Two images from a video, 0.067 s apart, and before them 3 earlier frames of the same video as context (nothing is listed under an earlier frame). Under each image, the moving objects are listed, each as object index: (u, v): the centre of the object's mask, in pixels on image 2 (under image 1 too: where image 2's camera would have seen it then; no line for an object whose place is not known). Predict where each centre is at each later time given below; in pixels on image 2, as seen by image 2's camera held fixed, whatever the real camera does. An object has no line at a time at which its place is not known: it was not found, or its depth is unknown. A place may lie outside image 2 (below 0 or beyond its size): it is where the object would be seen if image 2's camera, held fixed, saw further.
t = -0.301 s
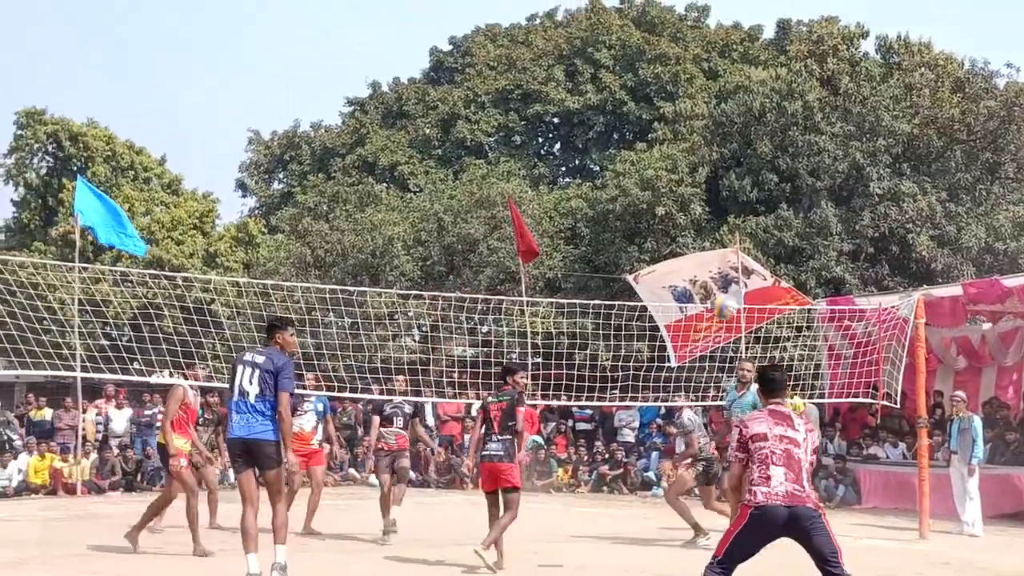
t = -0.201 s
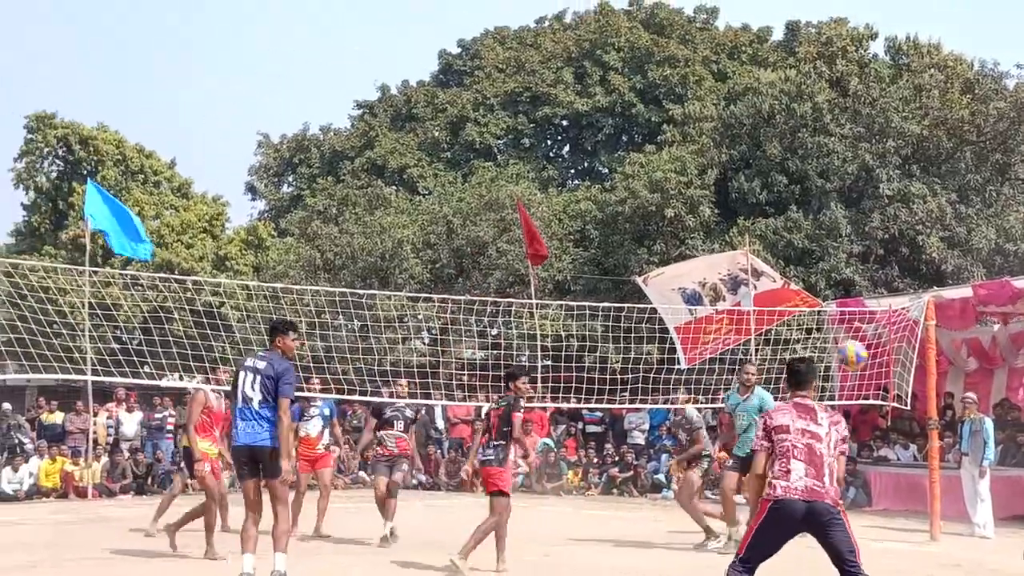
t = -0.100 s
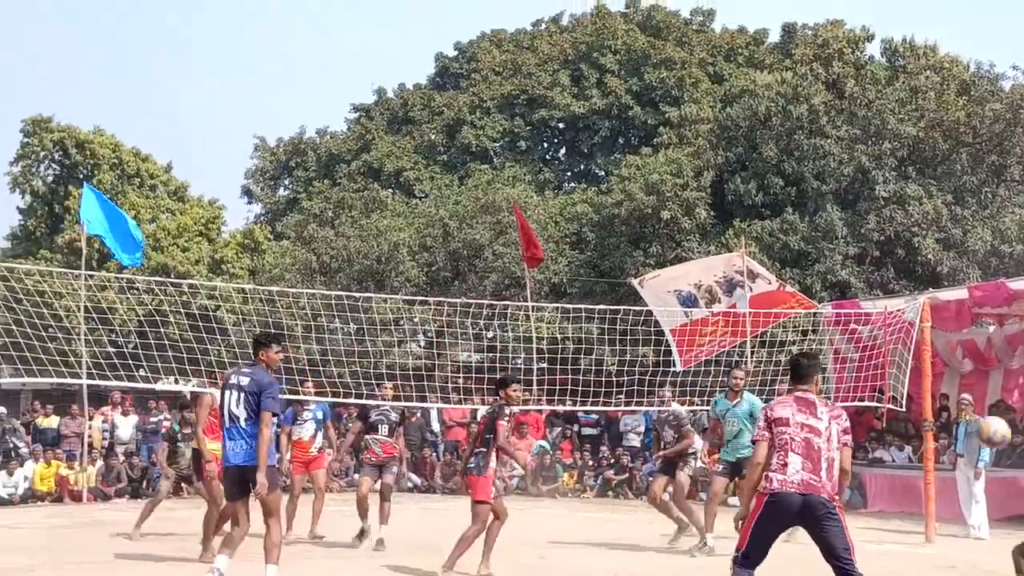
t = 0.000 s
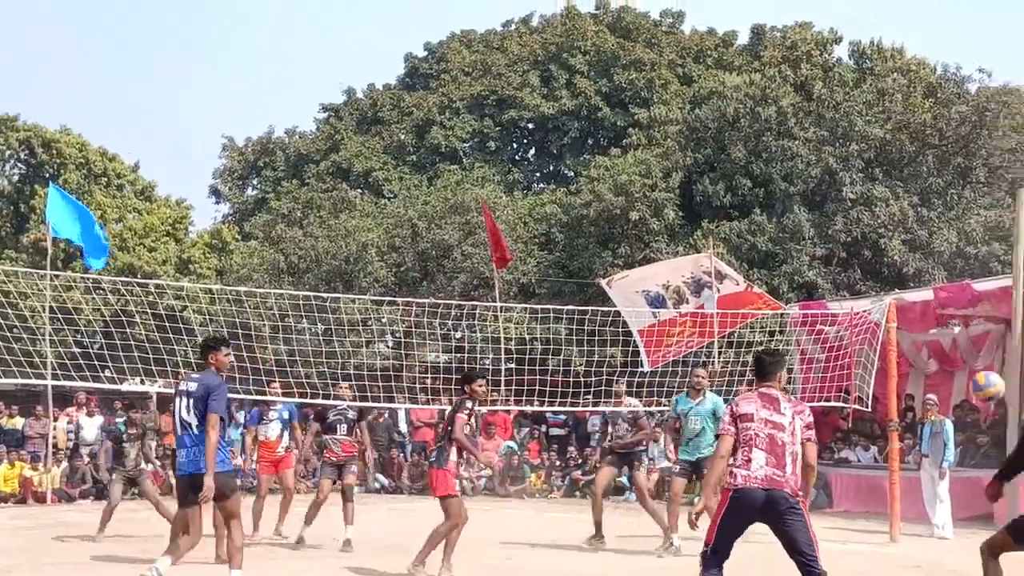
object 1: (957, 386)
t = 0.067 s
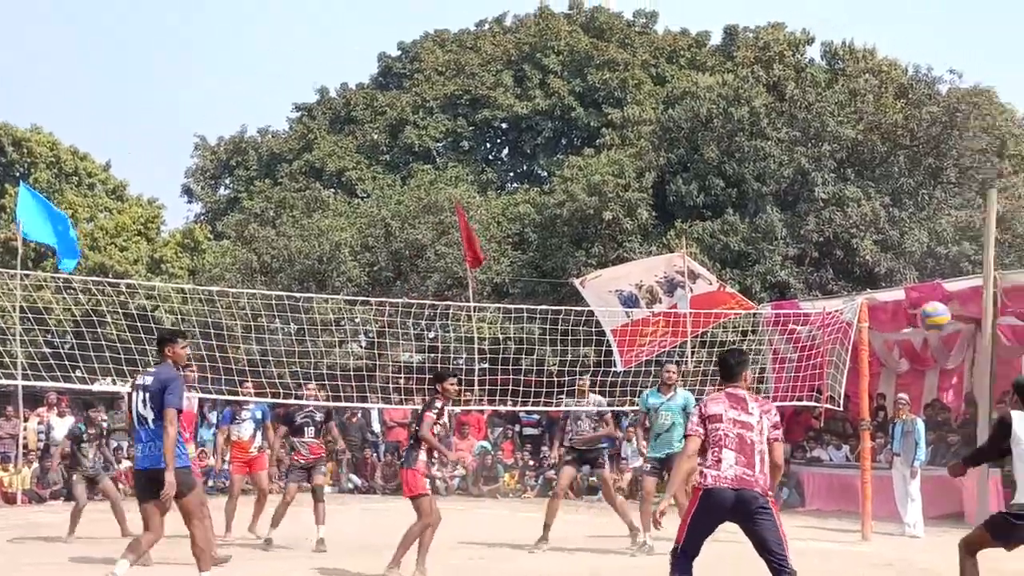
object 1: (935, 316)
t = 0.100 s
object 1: (923, 287)
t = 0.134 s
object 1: (912, 259)
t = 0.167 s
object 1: (902, 233)
